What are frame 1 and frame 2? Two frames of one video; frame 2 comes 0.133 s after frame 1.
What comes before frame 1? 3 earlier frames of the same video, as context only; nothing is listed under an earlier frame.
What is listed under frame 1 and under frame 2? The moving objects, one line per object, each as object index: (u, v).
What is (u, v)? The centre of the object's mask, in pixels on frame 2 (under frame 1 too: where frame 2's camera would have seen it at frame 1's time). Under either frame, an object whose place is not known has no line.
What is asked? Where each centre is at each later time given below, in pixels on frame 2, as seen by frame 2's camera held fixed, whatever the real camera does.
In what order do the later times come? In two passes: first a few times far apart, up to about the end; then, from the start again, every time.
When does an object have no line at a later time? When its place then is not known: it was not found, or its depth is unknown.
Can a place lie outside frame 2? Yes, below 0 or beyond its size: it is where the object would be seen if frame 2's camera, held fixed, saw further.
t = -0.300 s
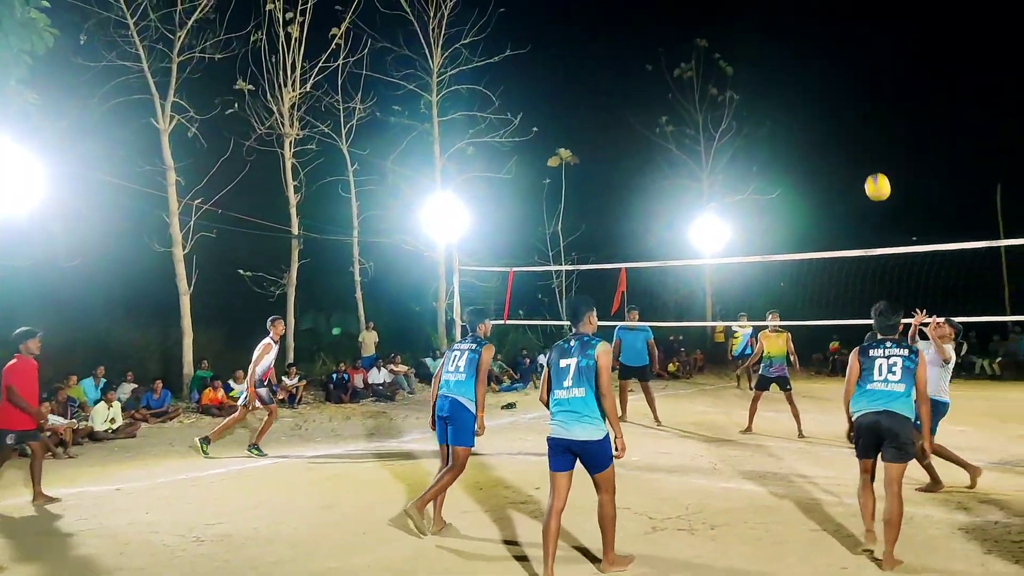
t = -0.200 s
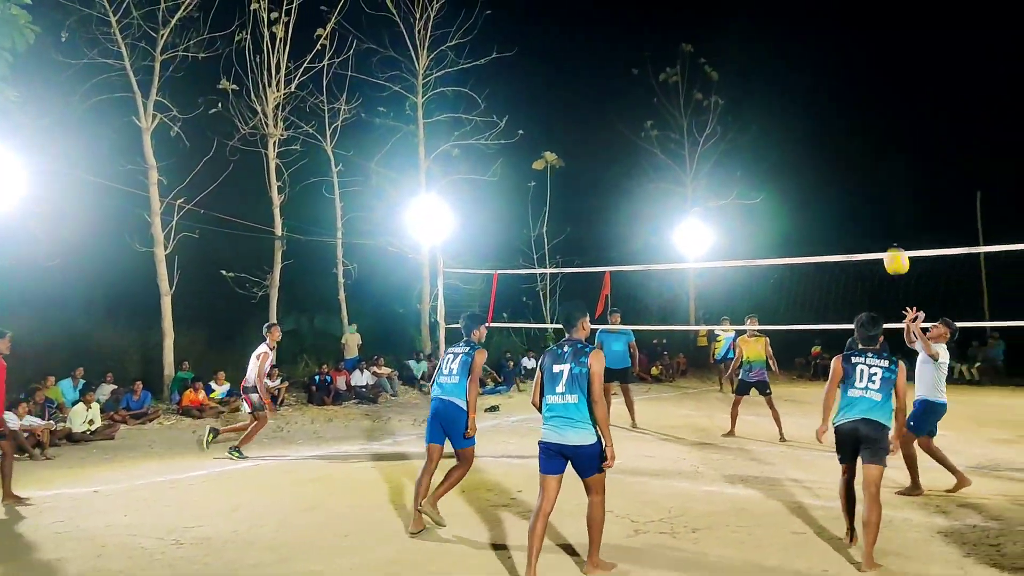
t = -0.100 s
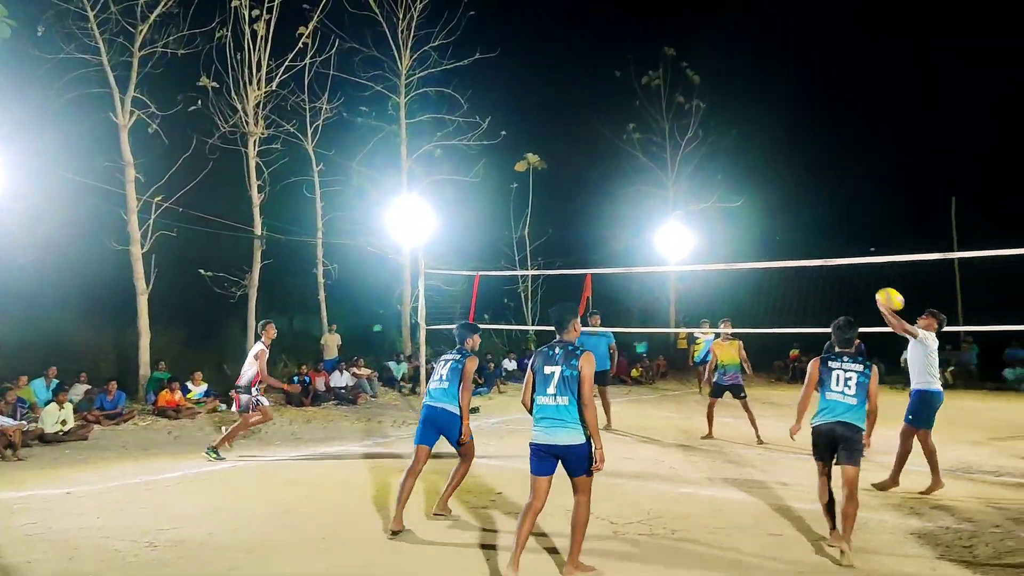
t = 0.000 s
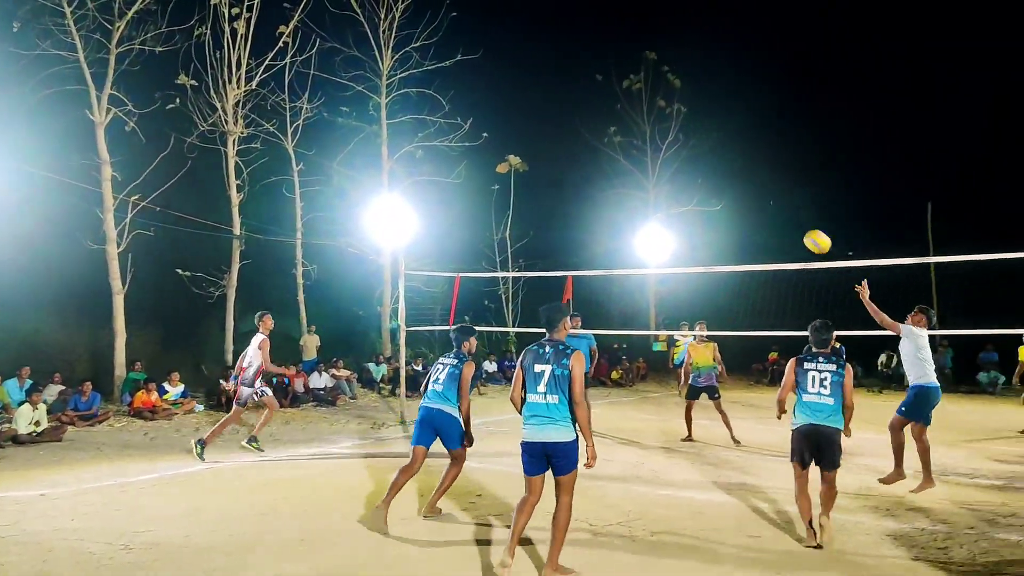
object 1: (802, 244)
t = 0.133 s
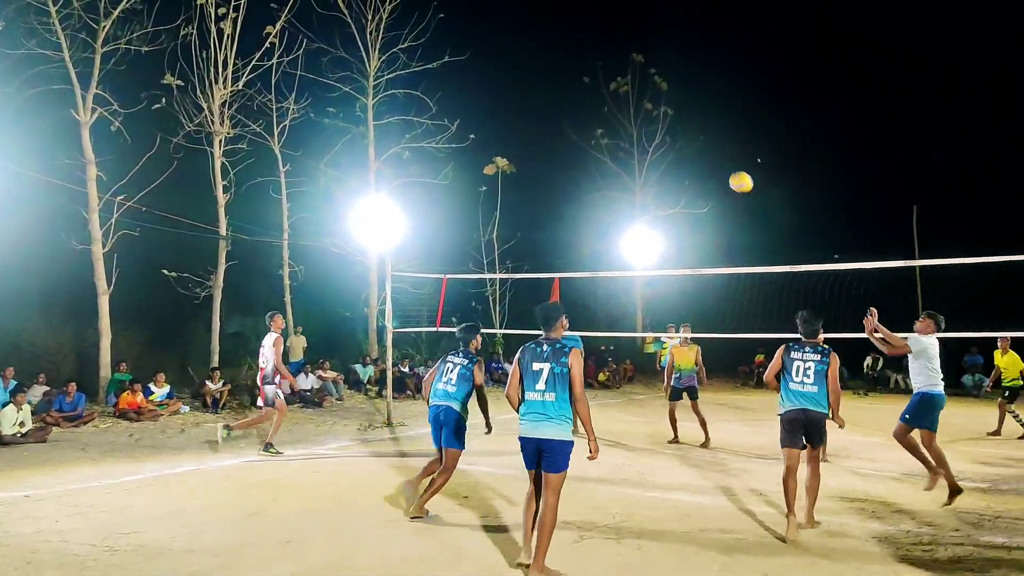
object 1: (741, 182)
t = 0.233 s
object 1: (699, 150)
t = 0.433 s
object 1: (624, 116)
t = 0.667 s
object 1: (548, 118)
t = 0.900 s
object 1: (482, 159)
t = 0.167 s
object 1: (727, 170)
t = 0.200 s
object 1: (712, 160)
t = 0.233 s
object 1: (699, 150)
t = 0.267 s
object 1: (686, 142)
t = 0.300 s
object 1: (673, 135)
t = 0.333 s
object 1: (660, 128)
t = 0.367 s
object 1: (648, 123)
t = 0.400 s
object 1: (636, 119)
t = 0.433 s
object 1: (624, 116)
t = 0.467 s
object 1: (612, 114)
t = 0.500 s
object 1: (601, 112)
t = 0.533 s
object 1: (590, 112)
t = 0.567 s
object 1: (579, 112)
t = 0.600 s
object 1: (568, 114)
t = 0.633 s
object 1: (558, 115)
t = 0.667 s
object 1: (548, 118)
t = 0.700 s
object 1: (538, 122)
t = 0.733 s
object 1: (528, 127)
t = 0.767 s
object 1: (518, 132)
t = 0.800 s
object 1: (509, 138)
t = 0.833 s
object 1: (499, 145)
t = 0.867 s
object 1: (491, 151)
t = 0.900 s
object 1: (482, 159)
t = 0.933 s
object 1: (473, 168)
